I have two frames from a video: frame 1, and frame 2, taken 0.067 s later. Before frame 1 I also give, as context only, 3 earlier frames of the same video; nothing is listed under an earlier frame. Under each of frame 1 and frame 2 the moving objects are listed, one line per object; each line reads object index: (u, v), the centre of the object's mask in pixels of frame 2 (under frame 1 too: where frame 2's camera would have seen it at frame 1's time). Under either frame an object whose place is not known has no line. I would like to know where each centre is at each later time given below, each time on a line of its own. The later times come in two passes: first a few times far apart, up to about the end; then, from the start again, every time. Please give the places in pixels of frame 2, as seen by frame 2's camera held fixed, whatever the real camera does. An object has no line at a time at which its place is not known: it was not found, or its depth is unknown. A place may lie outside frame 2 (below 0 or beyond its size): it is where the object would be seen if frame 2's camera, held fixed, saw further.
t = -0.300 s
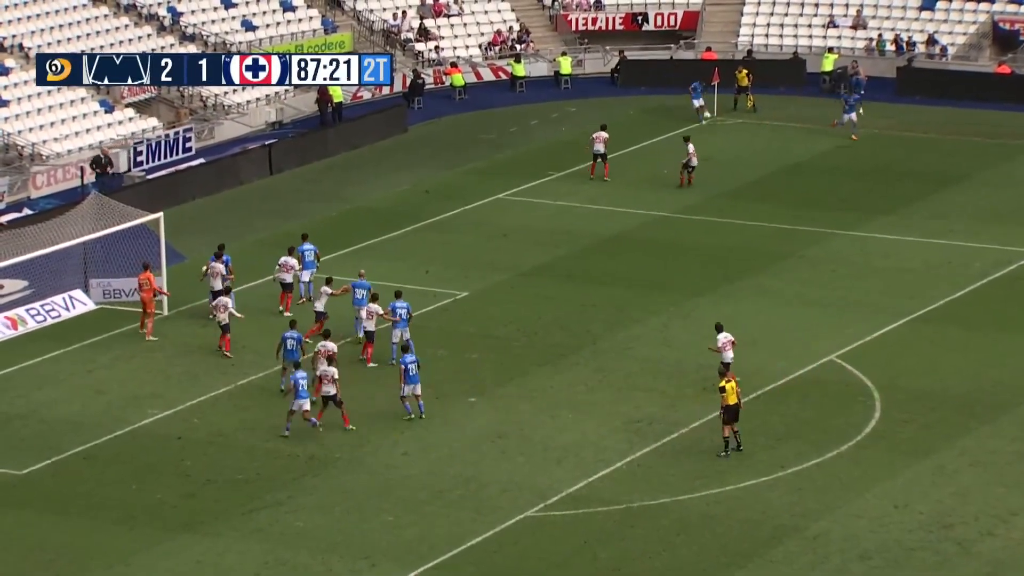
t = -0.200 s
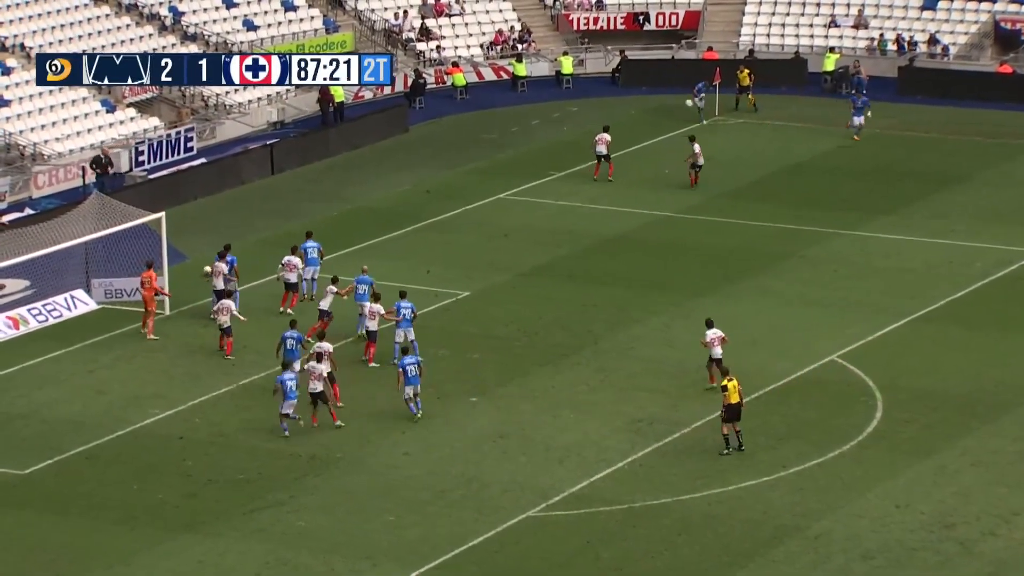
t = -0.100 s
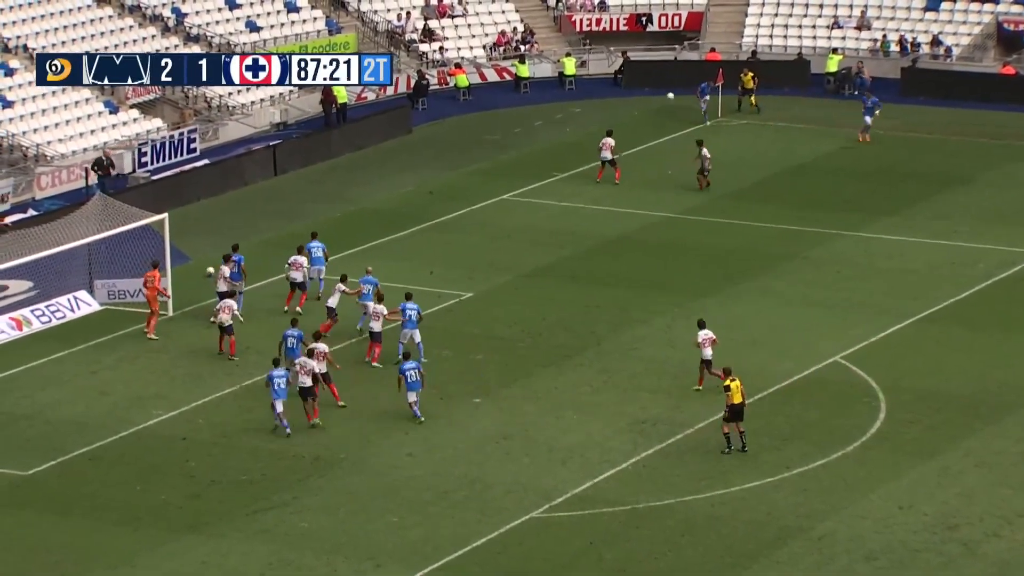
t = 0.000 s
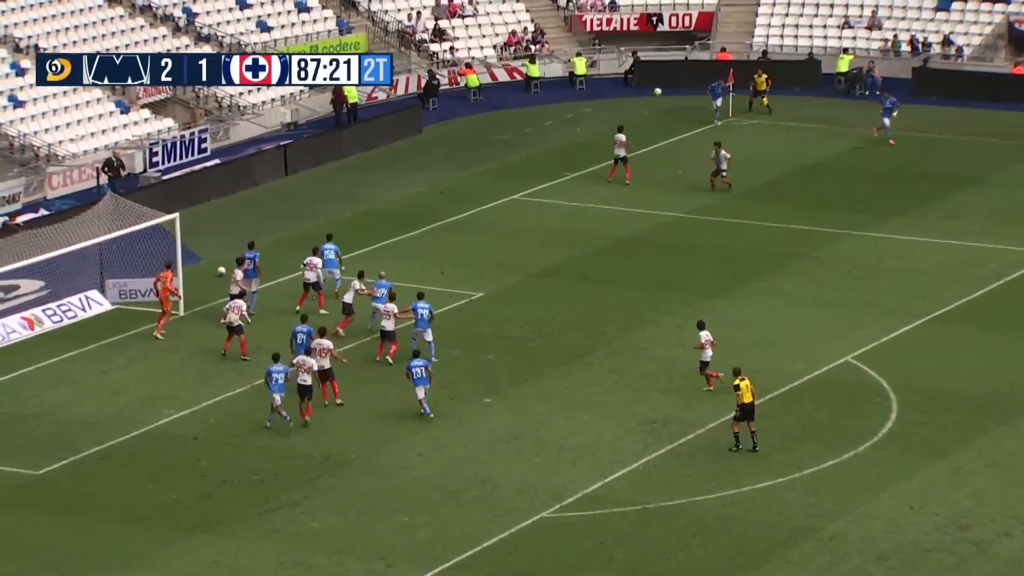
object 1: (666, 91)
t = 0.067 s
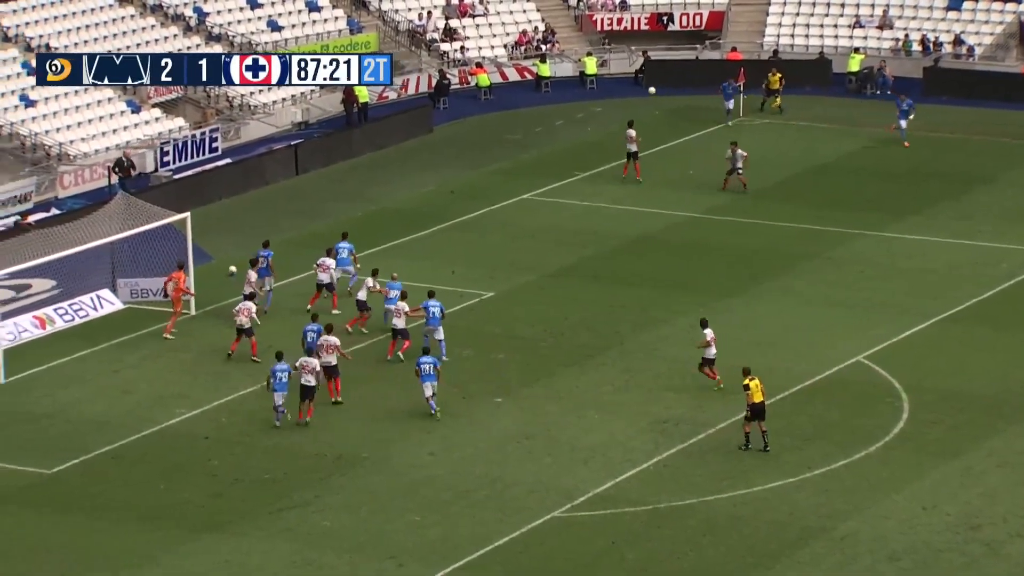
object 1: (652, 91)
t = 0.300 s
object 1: (588, 101)
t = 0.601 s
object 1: (494, 151)
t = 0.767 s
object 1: (436, 197)
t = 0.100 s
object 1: (644, 90)
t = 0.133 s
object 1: (635, 90)
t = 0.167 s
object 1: (626, 91)
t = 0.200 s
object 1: (617, 93)
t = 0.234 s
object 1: (607, 96)
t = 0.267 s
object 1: (597, 98)
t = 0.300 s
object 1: (588, 101)
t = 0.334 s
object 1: (577, 105)
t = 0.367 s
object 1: (568, 109)
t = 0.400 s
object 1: (558, 113)
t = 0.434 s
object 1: (548, 118)
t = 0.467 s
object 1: (538, 123)
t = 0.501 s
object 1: (527, 129)
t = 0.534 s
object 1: (516, 136)
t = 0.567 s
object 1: (504, 143)
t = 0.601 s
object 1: (494, 151)
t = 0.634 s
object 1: (482, 159)
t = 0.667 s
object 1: (471, 167)
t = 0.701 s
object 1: (459, 176)
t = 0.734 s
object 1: (448, 187)
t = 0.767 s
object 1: (436, 197)
